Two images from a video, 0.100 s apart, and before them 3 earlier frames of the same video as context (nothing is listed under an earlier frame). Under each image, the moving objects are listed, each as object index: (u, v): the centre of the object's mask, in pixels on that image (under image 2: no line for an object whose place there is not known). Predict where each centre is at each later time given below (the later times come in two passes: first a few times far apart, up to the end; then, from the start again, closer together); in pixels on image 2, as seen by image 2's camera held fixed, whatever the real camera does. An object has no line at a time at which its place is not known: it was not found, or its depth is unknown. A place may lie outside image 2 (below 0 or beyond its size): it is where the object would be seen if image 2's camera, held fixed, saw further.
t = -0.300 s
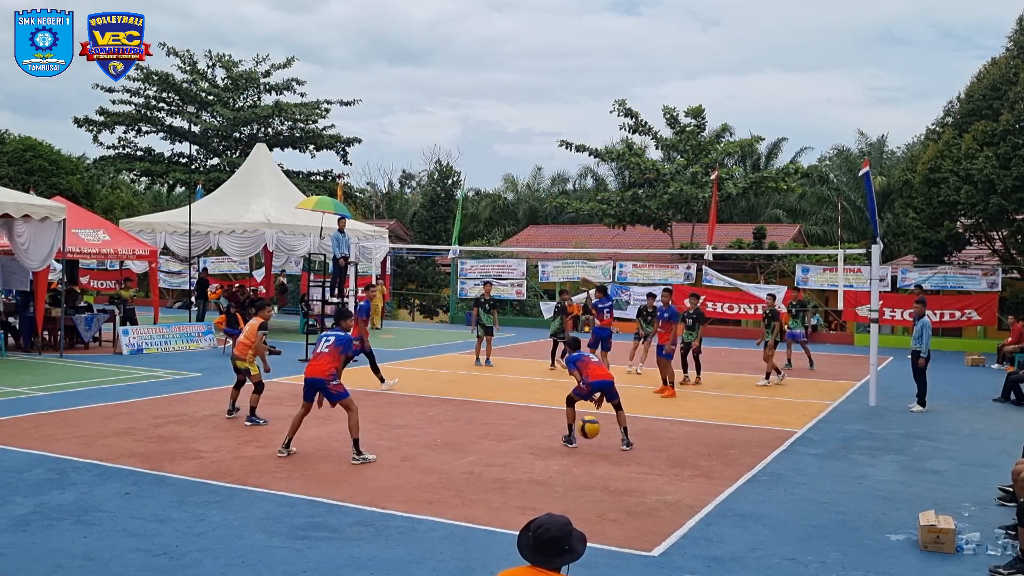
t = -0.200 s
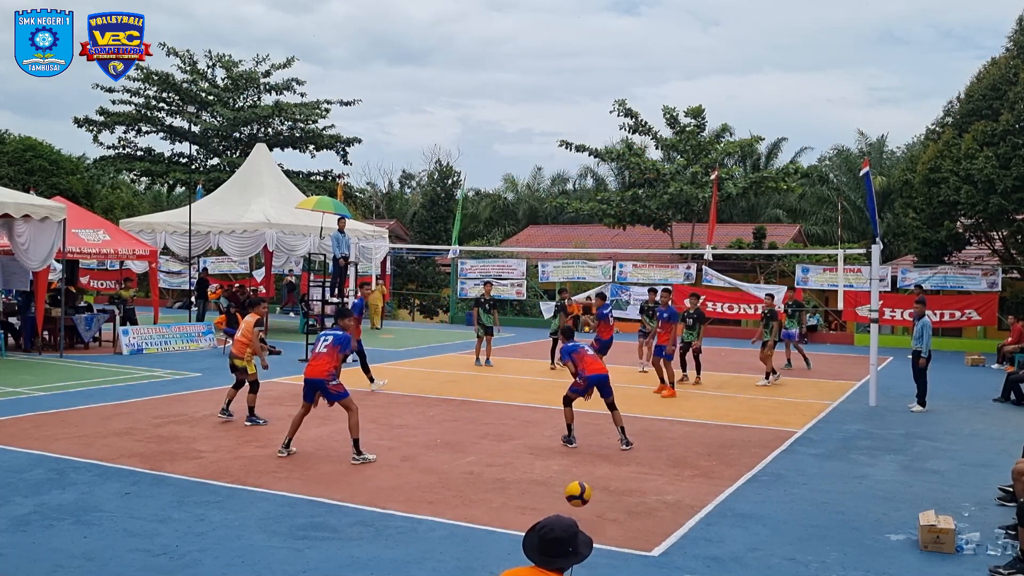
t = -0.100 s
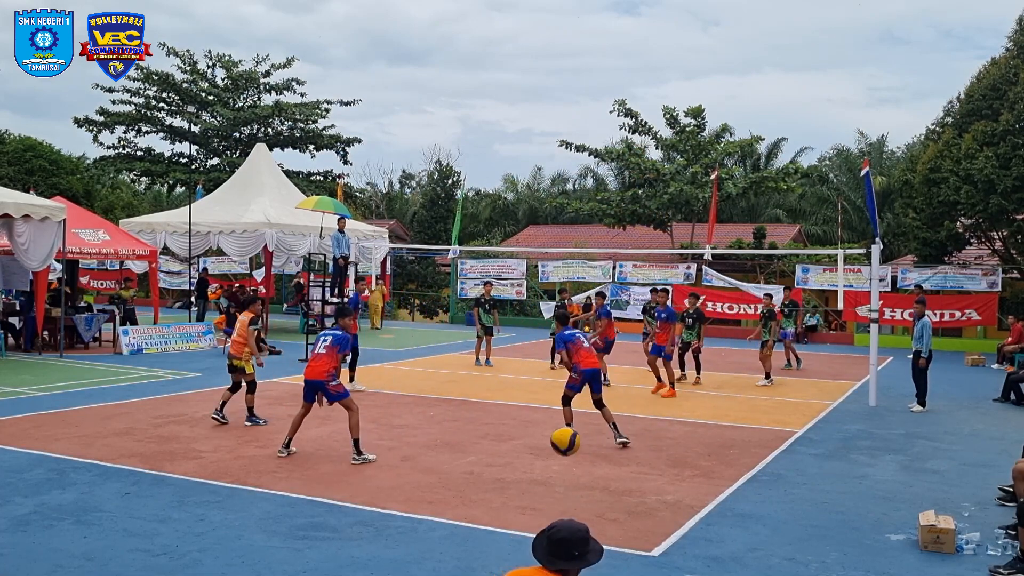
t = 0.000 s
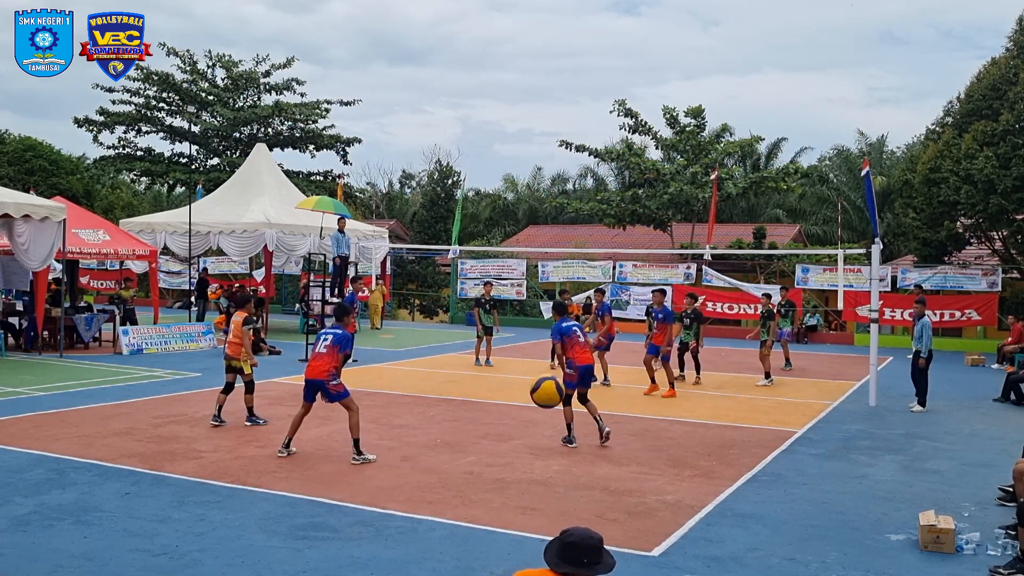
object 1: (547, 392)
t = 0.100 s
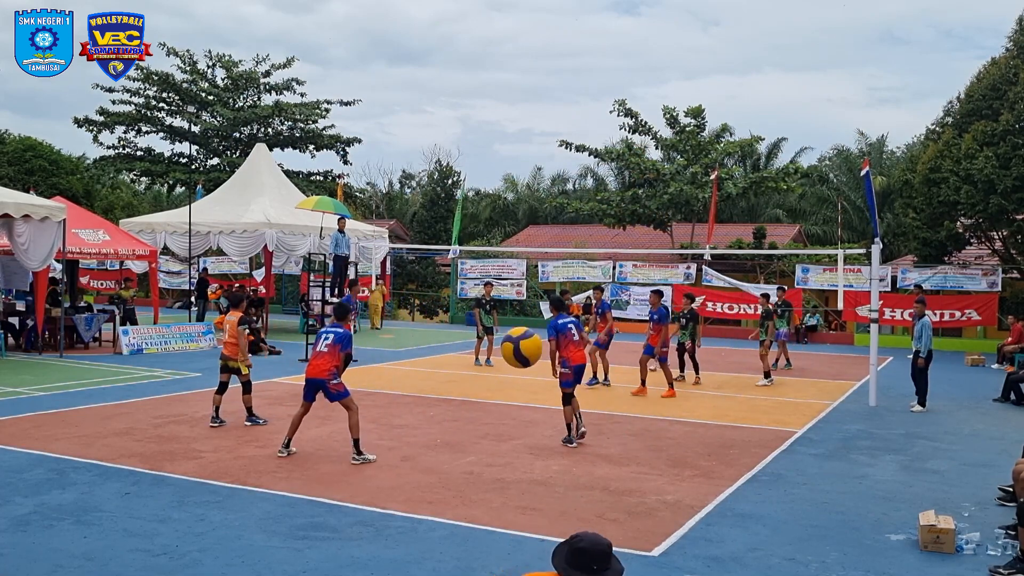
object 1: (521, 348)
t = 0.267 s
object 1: (445, 301)
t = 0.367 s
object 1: (356, 306)
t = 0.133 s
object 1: (510, 335)
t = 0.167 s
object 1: (498, 324)
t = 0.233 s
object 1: (465, 306)
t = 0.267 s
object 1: (445, 301)
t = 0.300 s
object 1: (421, 297)
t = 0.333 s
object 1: (392, 300)
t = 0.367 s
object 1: (356, 306)
